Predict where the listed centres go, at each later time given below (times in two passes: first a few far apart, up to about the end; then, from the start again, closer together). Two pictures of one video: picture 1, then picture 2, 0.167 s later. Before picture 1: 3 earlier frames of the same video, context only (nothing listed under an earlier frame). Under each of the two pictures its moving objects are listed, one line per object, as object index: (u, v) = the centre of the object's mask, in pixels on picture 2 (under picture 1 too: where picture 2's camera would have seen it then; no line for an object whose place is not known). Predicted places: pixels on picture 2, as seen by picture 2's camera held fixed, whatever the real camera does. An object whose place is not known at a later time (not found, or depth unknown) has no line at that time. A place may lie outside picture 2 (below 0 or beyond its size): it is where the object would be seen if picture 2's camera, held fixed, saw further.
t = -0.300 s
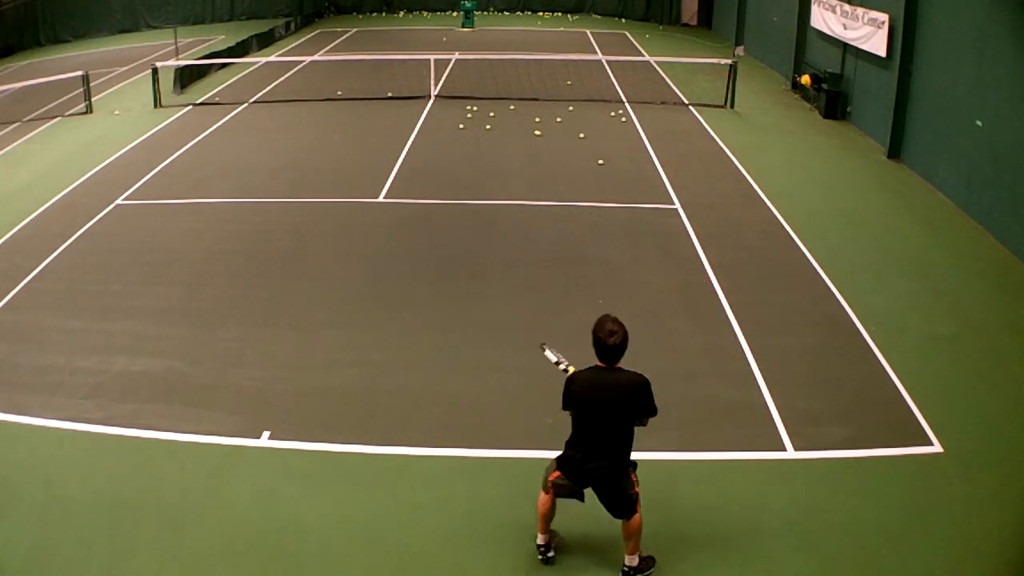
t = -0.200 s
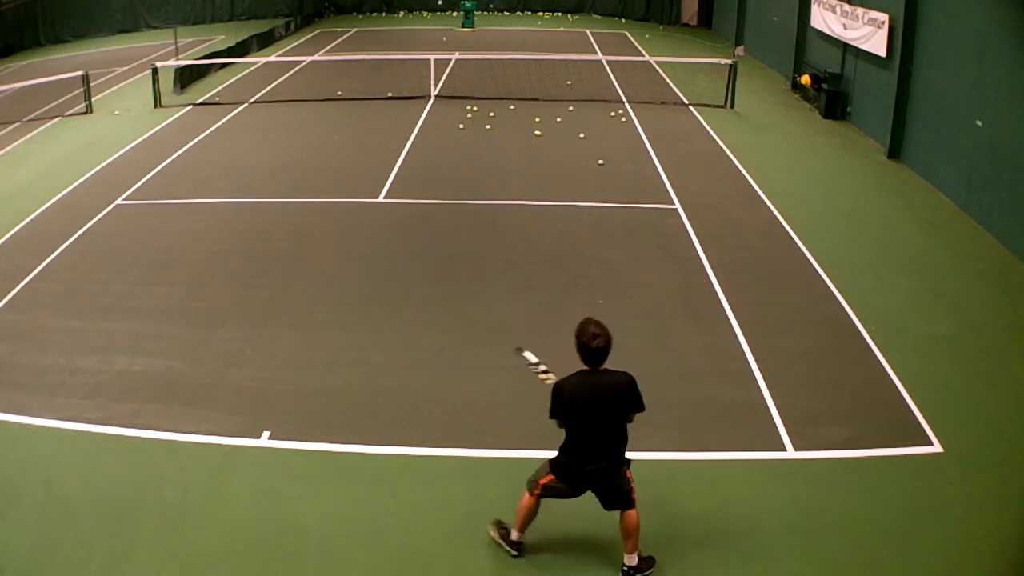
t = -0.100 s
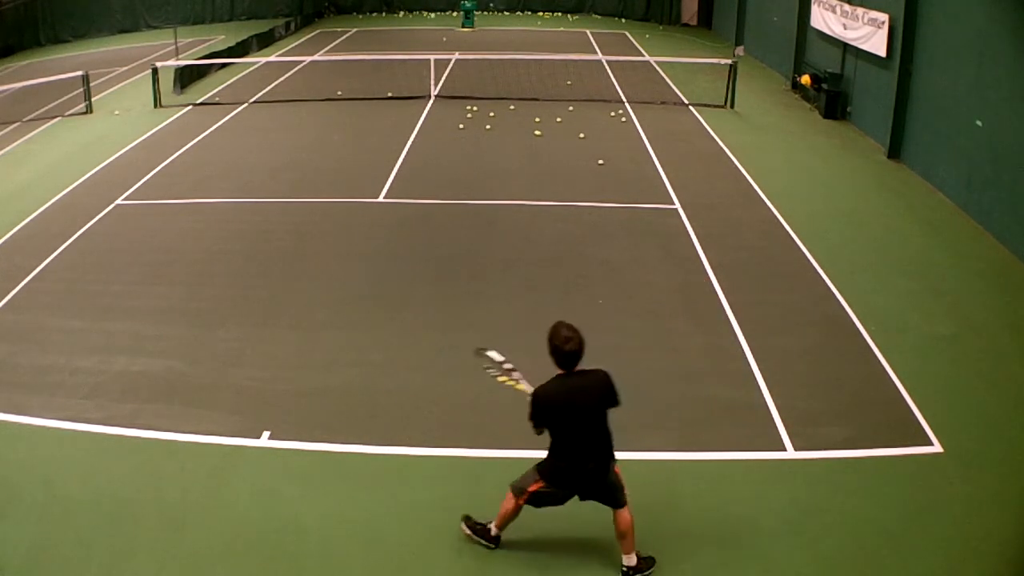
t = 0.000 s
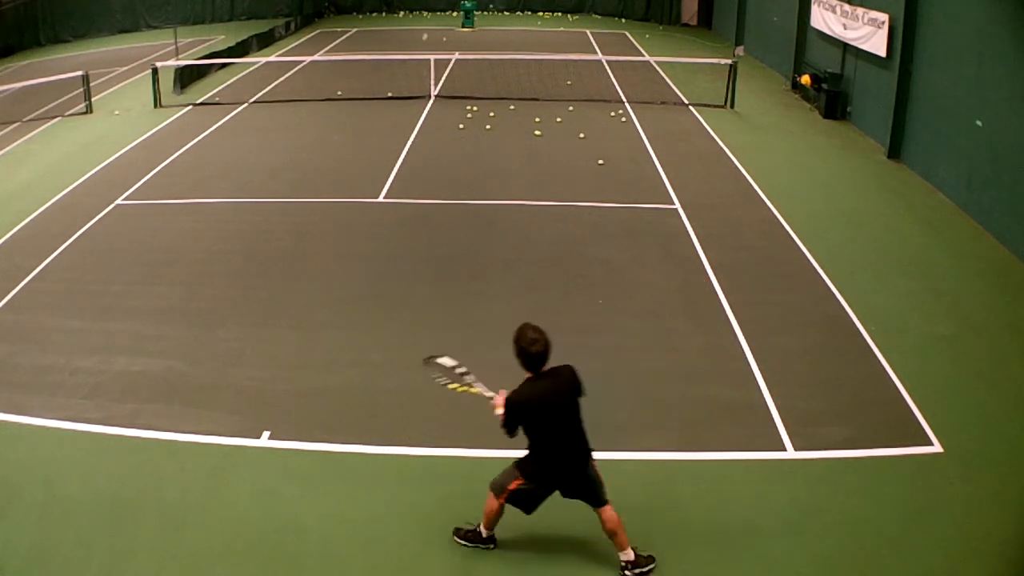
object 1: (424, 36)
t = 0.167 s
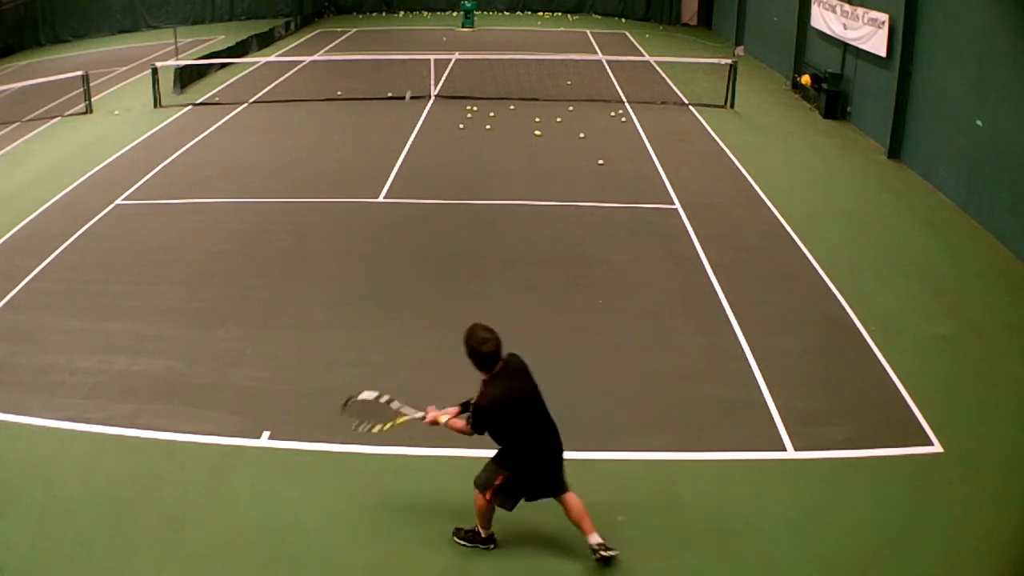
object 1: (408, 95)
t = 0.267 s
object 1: (396, 151)
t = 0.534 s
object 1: (365, 244)
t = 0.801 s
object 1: (331, 288)
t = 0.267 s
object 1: (396, 151)
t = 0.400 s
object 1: (378, 251)
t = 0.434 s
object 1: (375, 248)
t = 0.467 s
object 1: (372, 246)
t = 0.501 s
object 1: (368, 244)
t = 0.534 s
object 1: (365, 244)
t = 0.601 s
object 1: (357, 246)
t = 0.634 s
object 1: (353, 250)
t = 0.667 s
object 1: (349, 254)
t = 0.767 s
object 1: (335, 277)
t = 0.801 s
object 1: (331, 288)
